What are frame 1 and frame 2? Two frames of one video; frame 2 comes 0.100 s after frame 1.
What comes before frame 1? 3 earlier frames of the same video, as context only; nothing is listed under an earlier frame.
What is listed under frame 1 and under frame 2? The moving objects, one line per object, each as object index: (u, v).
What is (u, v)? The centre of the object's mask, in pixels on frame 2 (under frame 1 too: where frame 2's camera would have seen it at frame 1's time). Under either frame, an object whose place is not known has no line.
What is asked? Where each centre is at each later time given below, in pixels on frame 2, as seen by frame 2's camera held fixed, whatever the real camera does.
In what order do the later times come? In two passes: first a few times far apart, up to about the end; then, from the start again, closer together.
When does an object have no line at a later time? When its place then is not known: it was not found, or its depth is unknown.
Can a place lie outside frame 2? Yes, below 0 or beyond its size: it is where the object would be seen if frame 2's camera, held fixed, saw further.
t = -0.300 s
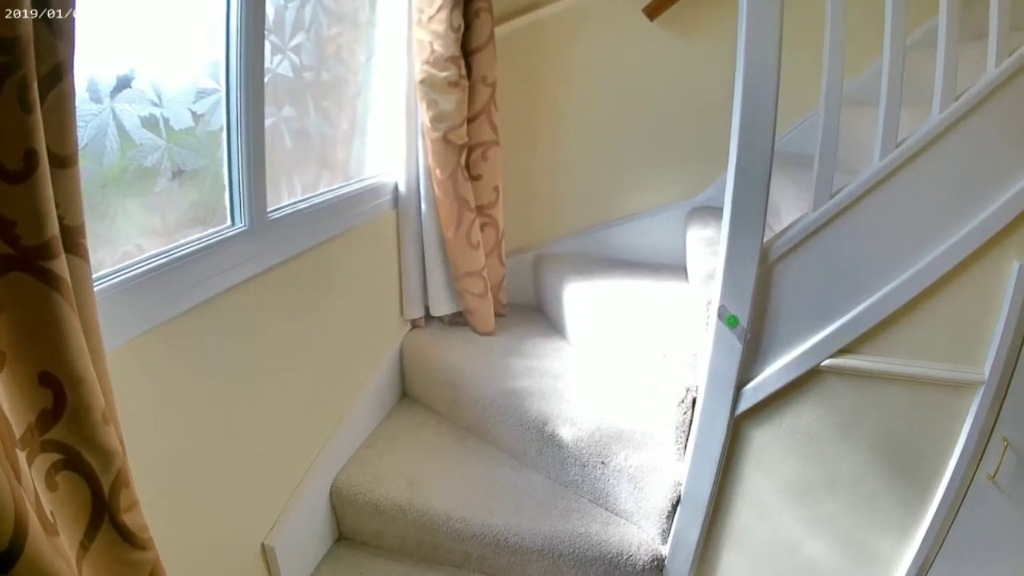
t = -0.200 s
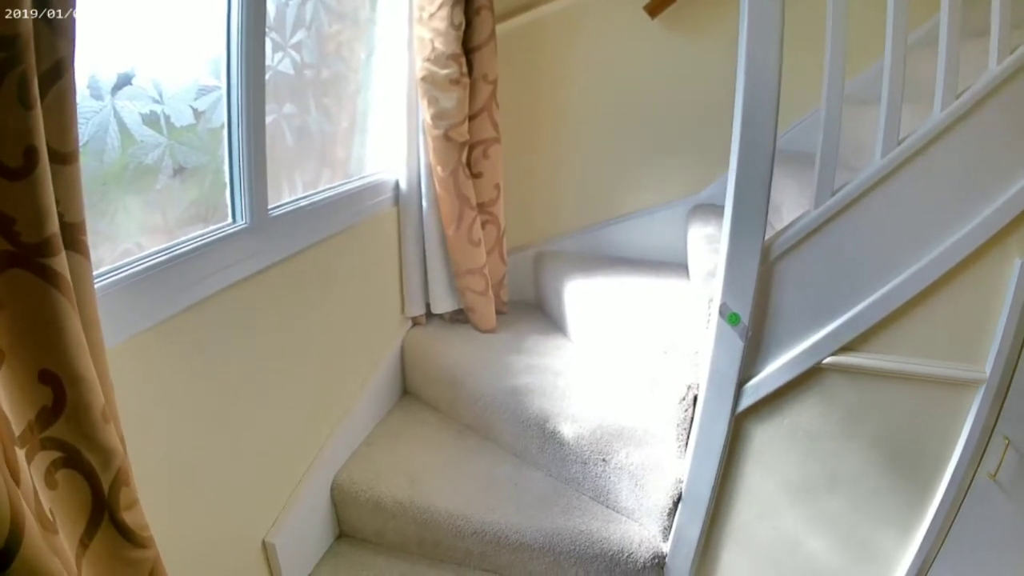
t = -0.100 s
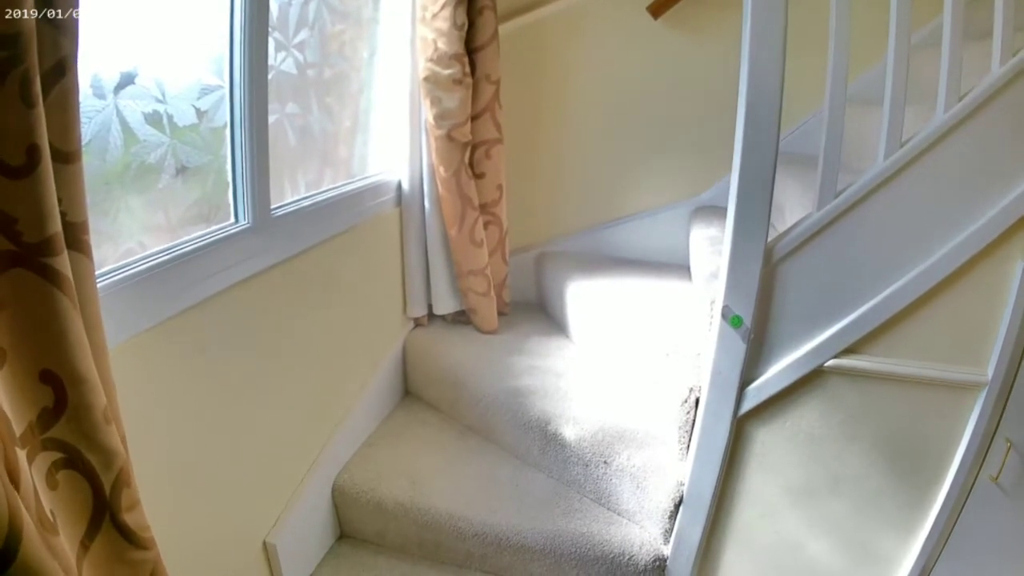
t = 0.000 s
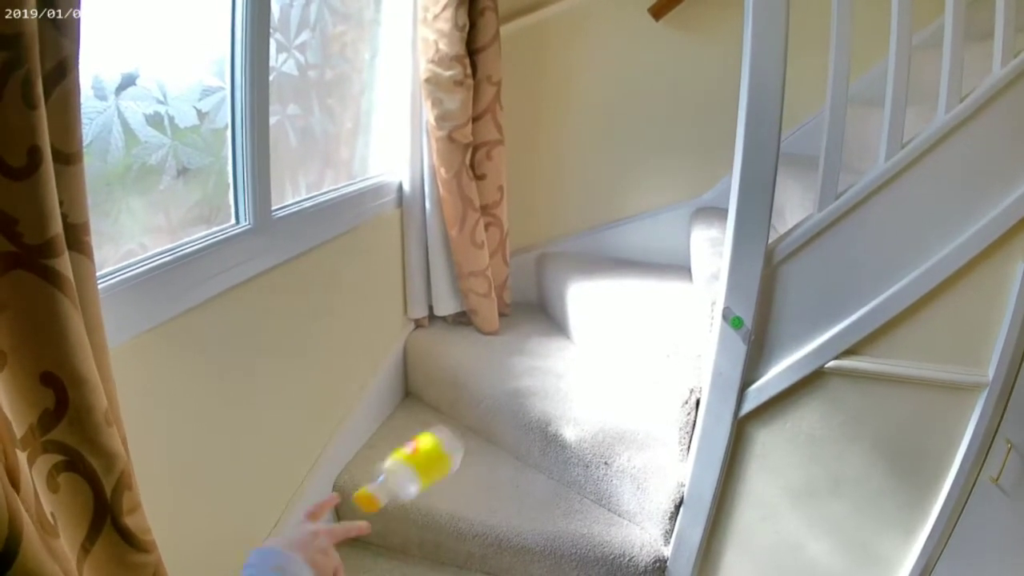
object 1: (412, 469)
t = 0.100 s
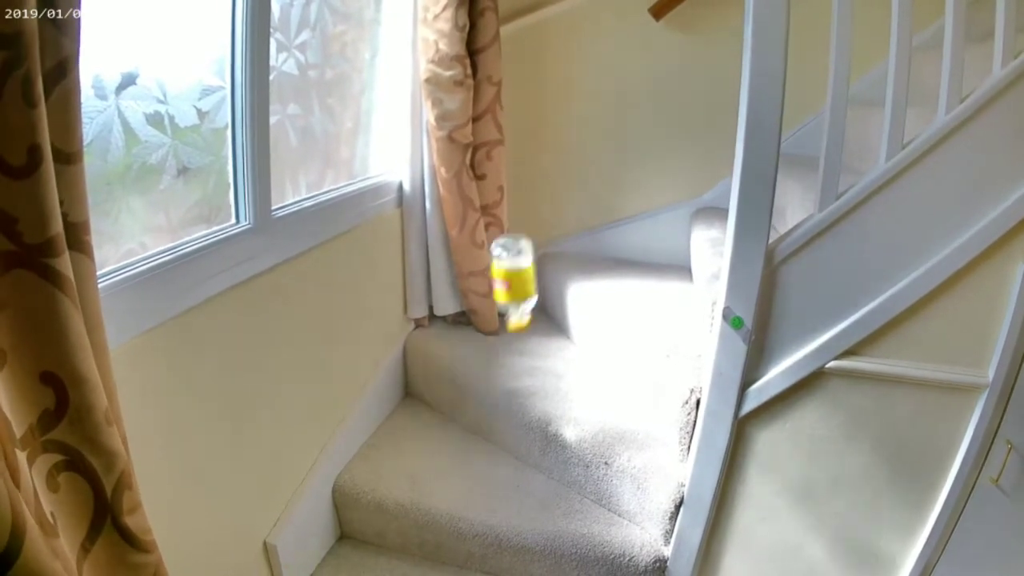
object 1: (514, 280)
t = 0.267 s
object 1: (605, 179)
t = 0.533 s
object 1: (655, 260)
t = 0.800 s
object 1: (664, 261)
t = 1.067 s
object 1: (661, 261)
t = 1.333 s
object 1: (661, 261)
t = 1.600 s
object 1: (662, 262)
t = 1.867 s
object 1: (662, 262)
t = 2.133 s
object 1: (662, 262)
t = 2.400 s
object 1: (662, 261)
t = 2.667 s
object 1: (661, 261)
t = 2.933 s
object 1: (662, 261)
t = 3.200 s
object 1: (662, 261)
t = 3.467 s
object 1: (662, 261)
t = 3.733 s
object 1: (662, 262)
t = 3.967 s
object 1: (663, 260)
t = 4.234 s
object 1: (664, 259)
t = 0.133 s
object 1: (538, 239)
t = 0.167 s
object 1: (557, 209)
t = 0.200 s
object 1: (574, 191)
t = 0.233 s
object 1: (590, 183)
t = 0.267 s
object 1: (605, 179)
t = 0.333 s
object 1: (616, 179)
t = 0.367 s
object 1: (627, 184)
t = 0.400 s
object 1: (634, 192)
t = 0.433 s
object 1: (641, 203)
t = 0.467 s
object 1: (646, 219)
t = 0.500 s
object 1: (650, 238)
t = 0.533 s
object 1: (655, 260)
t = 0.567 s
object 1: (657, 261)
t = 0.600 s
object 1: (660, 259)
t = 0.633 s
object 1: (662, 259)
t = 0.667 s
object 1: (663, 261)
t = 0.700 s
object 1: (663, 261)
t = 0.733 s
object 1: (664, 261)
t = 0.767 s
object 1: (664, 262)
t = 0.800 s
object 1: (664, 261)
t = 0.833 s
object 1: (664, 261)
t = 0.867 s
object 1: (664, 261)
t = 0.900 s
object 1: (663, 261)
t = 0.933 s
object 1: (663, 261)
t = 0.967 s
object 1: (663, 261)
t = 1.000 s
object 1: (662, 261)
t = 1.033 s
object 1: (662, 261)
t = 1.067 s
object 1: (661, 261)
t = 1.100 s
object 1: (661, 262)
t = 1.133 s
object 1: (661, 261)
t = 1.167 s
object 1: (661, 262)
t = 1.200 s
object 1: (662, 261)
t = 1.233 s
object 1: (662, 262)
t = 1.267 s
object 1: (662, 262)
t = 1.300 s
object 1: (661, 262)
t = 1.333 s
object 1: (661, 261)
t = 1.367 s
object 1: (662, 262)
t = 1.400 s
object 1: (662, 262)
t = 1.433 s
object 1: (662, 262)
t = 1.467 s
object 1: (662, 261)
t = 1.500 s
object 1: (662, 262)
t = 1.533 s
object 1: (662, 262)
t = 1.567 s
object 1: (662, 262)
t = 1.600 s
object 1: (662, 262)
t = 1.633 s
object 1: (662, 261)
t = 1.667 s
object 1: (662, 262)
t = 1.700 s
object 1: (662, 262)
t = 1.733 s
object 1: (662, 261)
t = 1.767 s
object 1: (662, 262)
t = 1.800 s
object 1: (662, 262)
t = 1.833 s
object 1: (662, 262)
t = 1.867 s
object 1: (662, 262)
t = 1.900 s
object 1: (662, 262)
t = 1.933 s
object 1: (662, 262)
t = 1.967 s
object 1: (662, 262)
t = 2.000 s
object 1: (662, 262)
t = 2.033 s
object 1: (662, 262)
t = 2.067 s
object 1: (662, 262)
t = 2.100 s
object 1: (662, 262)
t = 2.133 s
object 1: (662, 262)
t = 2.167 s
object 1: (662, 262)
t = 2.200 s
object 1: (662, 262)
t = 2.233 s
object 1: (662, 262)
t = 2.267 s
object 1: (662, 262)
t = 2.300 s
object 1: (662, 262)
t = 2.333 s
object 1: (662, 262)
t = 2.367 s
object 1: (662, 262)
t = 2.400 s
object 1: (662, 261)
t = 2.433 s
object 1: (661, 261)
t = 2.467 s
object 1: (662, 261)
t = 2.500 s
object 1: (662, 261)
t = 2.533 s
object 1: (661, 261)
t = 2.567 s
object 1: (661, 261)
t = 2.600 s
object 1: (662, 261)
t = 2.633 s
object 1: (662, 261)
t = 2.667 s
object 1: (661, 261)
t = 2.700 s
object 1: (661, 261)
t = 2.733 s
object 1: (662, 261)
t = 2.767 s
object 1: (662, 261)
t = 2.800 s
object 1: (662, 261)
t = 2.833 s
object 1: (662, 261)
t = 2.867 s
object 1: (662, 261)
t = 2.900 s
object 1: (662, 261)
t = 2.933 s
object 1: (662, 261)
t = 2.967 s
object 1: (662, 261)
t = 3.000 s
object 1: (662, 261)
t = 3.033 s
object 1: (662, 261)
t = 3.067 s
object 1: (662, 261)
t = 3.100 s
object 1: (662, 262)
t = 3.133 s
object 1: (662, 262)
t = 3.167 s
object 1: (662, 261)
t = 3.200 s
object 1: (662, 261)
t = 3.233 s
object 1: (662, 262)
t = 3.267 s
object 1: (662, 261)
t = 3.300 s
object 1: (662, 261)
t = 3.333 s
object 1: (662, 261)
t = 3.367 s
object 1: (662, 261)
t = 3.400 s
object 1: (662, 261)
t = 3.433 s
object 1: (662, 261)
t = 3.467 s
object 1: (662, 261)
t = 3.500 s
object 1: (662, 261)
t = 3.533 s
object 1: (662, 261)
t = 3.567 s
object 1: (662, 261)
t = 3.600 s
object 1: (662, 261)
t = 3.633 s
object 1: (662, 261)
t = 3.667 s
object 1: (662, 261)
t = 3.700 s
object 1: (662, 261)
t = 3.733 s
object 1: (662, 262)
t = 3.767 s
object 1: (662, 261)
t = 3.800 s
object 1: (662, 261)
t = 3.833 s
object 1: (663, 261)
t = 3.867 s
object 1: (663, 261)
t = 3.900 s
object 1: (663, 261)
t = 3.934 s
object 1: (663, 260)
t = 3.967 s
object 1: (663, 260)
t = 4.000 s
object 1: (663, 259)
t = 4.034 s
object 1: (664, 259)
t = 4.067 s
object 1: (665, 259)
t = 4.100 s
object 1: (665, 260)
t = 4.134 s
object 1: (665, 259)
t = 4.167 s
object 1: (665, 259)
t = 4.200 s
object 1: (665, 259)
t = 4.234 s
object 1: (664, 259)
